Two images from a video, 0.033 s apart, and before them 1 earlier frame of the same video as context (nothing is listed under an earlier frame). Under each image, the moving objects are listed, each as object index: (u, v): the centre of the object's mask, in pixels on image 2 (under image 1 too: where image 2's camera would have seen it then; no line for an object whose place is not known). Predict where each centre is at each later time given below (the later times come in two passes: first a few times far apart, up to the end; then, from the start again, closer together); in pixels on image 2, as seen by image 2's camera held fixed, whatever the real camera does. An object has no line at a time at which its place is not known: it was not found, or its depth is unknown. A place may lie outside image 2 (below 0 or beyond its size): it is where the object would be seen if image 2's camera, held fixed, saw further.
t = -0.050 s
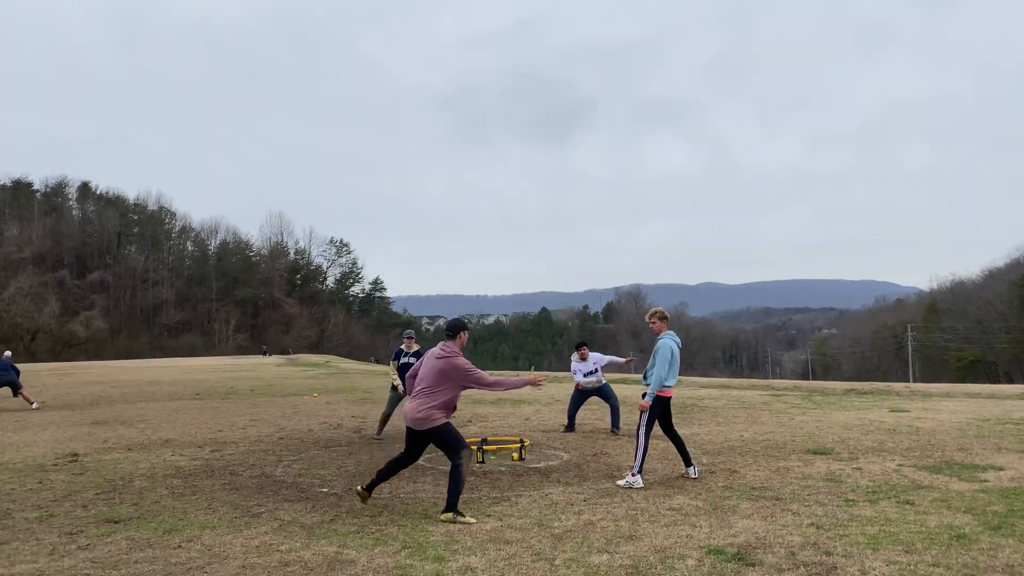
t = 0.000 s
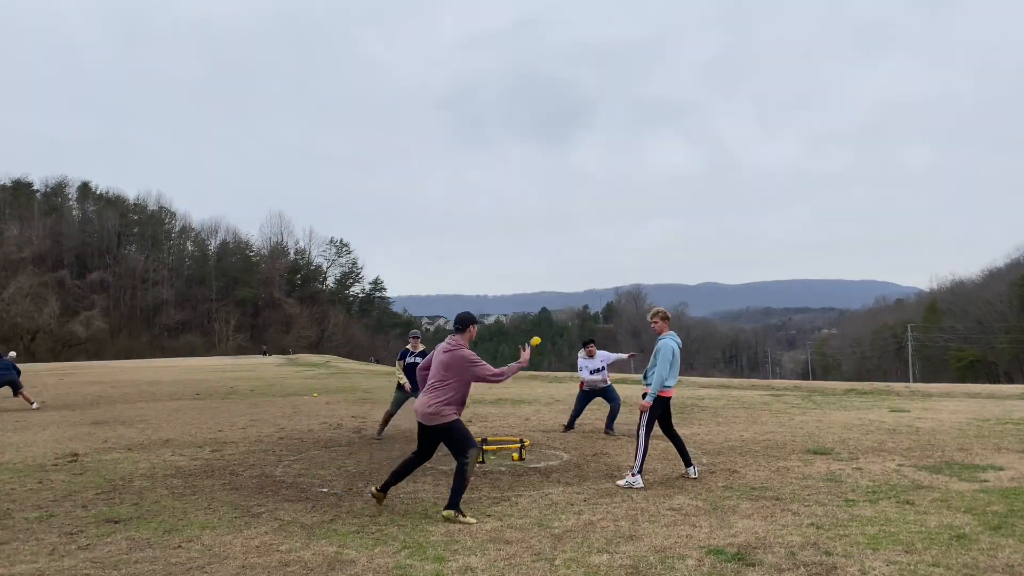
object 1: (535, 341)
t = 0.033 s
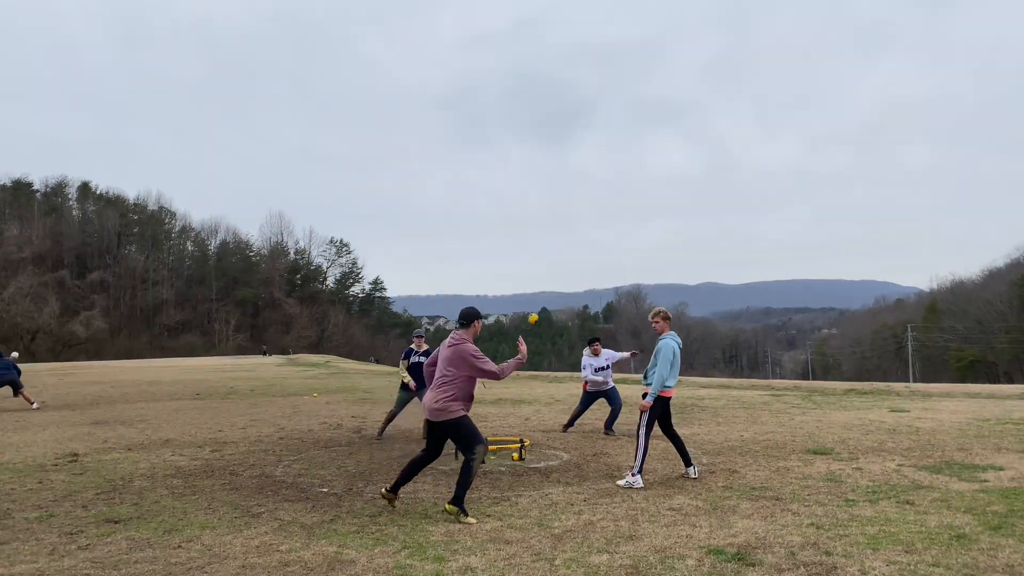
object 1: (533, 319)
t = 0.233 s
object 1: (521, 220)
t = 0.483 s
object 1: (513, 172)
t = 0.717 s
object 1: (509, 181)
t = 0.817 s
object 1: (508, 197)
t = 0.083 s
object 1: (530, 287)
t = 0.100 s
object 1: (529, 278)
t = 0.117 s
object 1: (528, 269)
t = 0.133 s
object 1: (527, 261)
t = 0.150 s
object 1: (526, 253)
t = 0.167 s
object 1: (525, 246)
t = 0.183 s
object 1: (524, 238)
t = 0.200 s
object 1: (523, 232)
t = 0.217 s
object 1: (522, 225)
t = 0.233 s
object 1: (521, 220)
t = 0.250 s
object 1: (521, 214)
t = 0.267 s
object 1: (520, 209)
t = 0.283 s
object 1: (519, 205)
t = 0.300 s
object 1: (519, 200)
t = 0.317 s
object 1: (518, 196)
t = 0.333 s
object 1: (517, 192)
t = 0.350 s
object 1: (517, 189)
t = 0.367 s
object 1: (516, 186)
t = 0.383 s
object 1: (516, 183)
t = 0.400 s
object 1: (515, 181)
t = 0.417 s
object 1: (515, 179)
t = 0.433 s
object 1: (515, 177)
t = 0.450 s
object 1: (514, 175)
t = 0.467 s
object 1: (513, 173)
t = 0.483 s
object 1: (513, 172)
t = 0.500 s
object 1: (512, 172)
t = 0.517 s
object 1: (512, 171)
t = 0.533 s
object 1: (512, 170)
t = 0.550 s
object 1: (511, 170)
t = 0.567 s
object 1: (511, 170)
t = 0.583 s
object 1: (510, 171)
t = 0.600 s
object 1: (510, 172)
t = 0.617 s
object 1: (510, 172)
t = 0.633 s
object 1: (510, 173)
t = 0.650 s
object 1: (510, 174)
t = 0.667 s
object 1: (509, 176)
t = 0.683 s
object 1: (509, 177)
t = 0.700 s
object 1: (509, 179)
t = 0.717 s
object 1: (509, 181)
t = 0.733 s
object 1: (508, 184)
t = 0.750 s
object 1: (508, 186)
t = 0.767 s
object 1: (508, 188)
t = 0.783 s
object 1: (508, 191)
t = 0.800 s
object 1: (508, 194)
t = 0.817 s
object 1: (508, 197)
